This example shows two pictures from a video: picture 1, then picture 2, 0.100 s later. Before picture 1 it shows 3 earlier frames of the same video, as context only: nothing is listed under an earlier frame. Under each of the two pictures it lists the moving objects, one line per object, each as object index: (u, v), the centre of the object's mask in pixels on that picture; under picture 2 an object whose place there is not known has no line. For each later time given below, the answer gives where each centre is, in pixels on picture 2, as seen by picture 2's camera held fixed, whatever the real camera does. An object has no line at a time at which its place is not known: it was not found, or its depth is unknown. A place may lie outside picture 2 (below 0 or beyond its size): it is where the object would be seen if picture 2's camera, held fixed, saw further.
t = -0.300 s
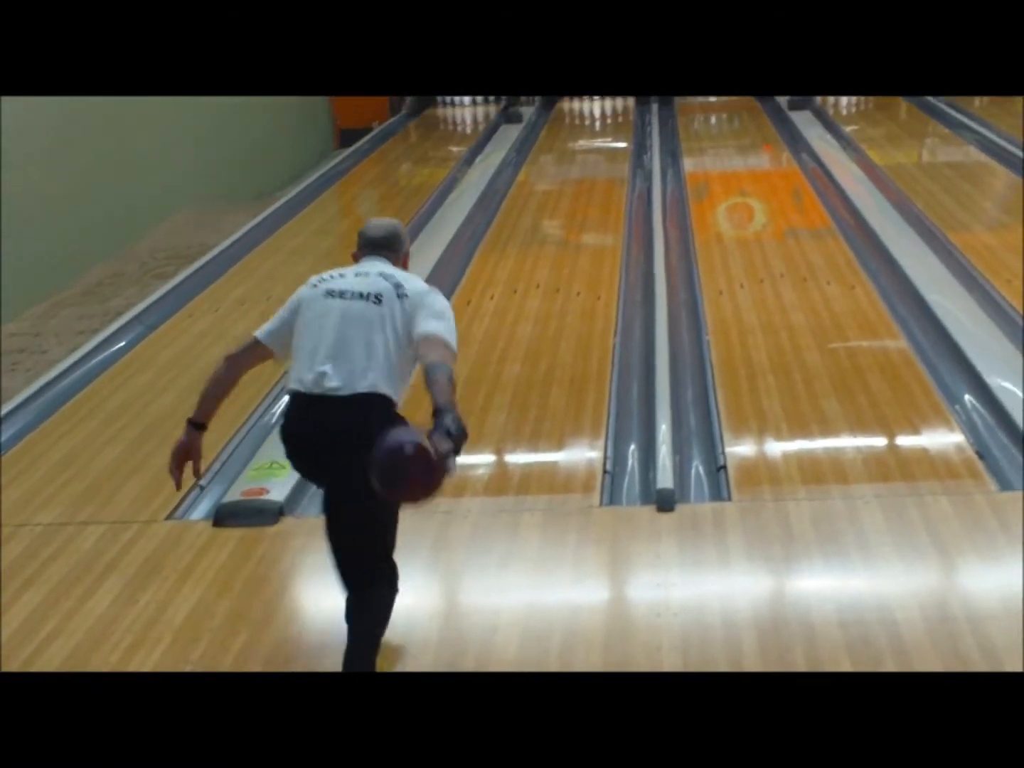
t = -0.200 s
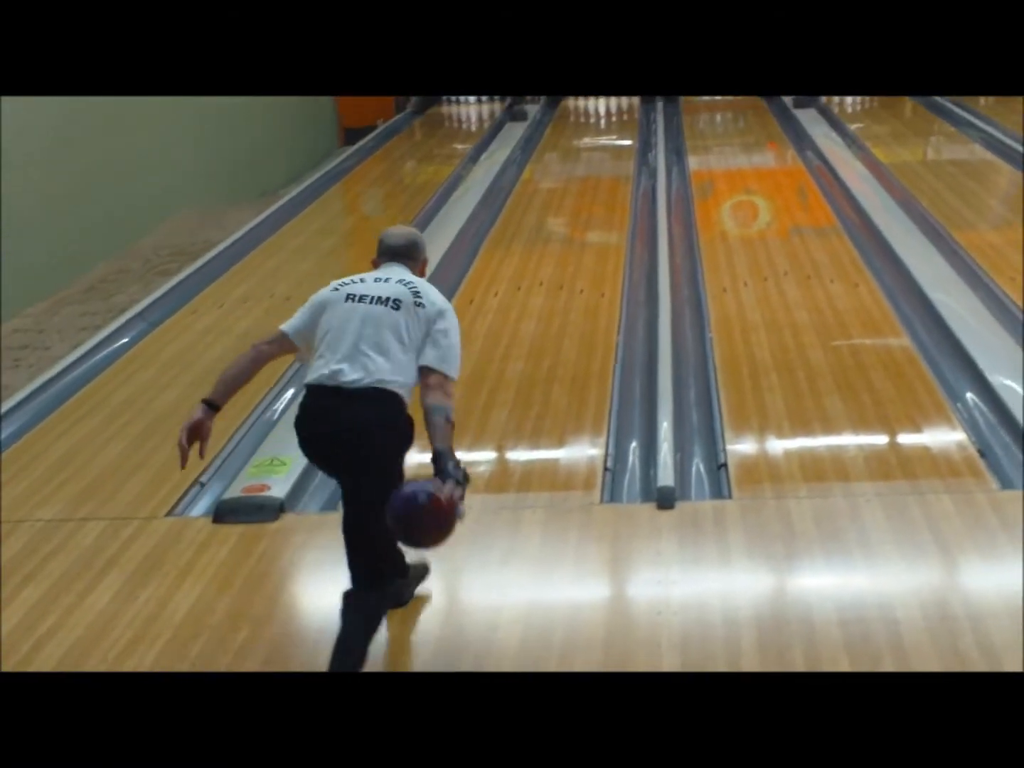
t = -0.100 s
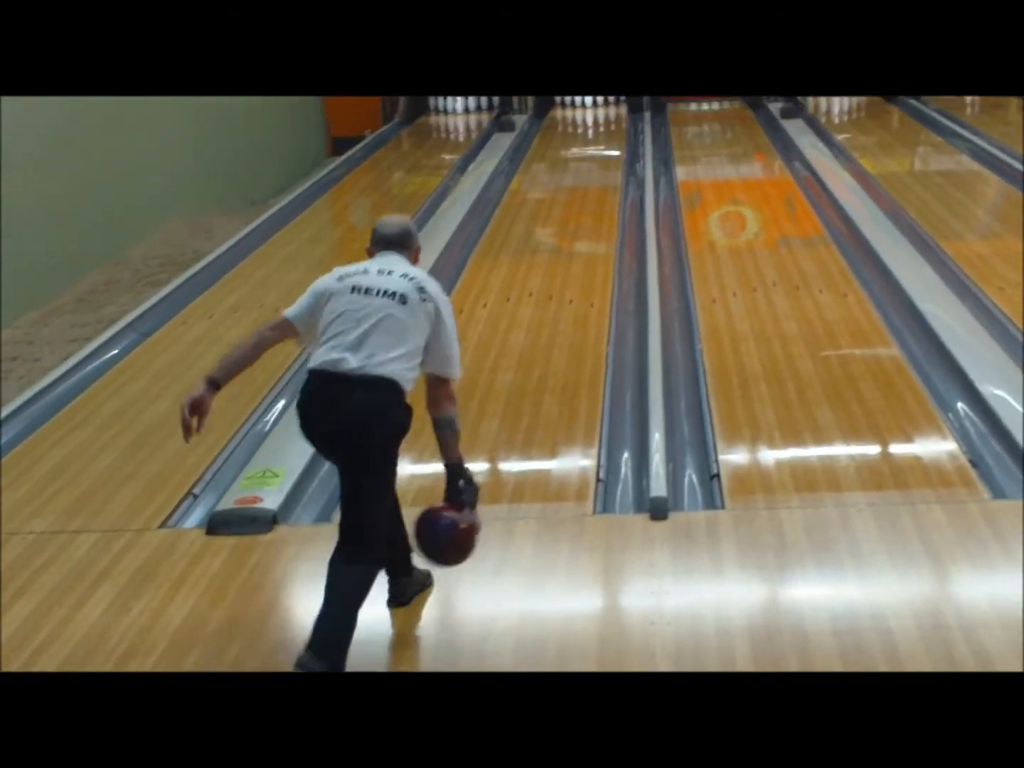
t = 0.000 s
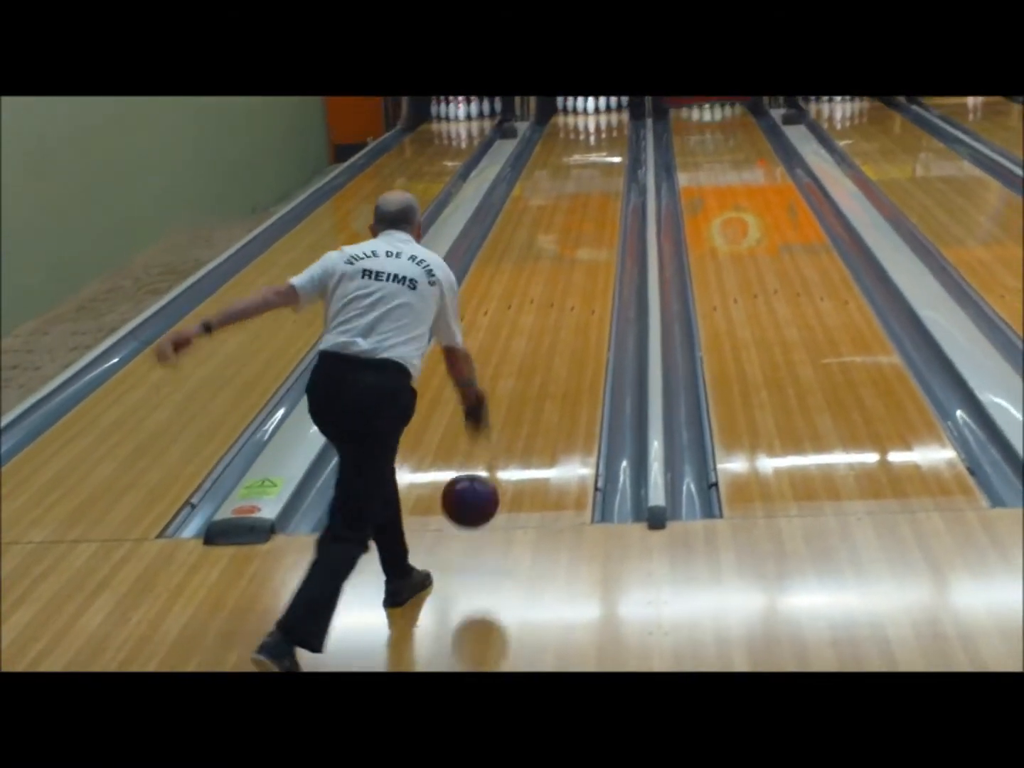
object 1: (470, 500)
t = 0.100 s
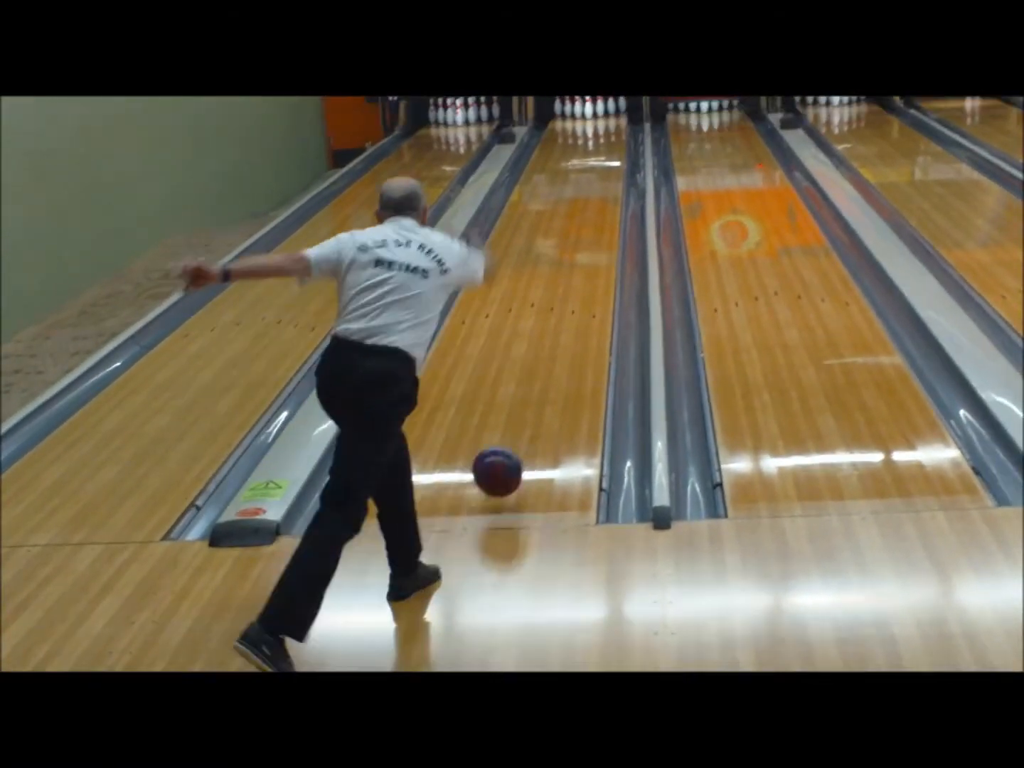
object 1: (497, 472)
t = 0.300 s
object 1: (527, 401)
